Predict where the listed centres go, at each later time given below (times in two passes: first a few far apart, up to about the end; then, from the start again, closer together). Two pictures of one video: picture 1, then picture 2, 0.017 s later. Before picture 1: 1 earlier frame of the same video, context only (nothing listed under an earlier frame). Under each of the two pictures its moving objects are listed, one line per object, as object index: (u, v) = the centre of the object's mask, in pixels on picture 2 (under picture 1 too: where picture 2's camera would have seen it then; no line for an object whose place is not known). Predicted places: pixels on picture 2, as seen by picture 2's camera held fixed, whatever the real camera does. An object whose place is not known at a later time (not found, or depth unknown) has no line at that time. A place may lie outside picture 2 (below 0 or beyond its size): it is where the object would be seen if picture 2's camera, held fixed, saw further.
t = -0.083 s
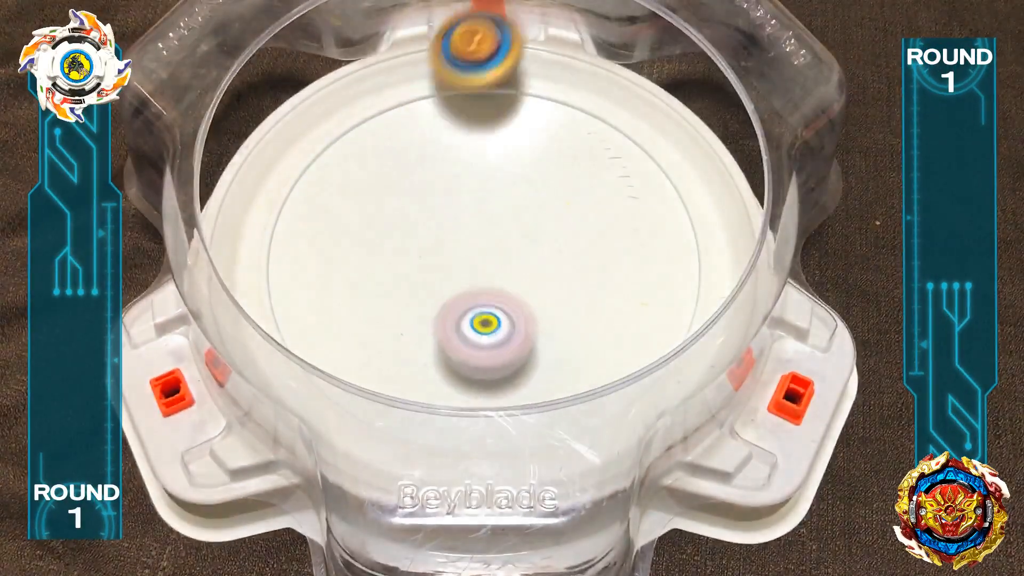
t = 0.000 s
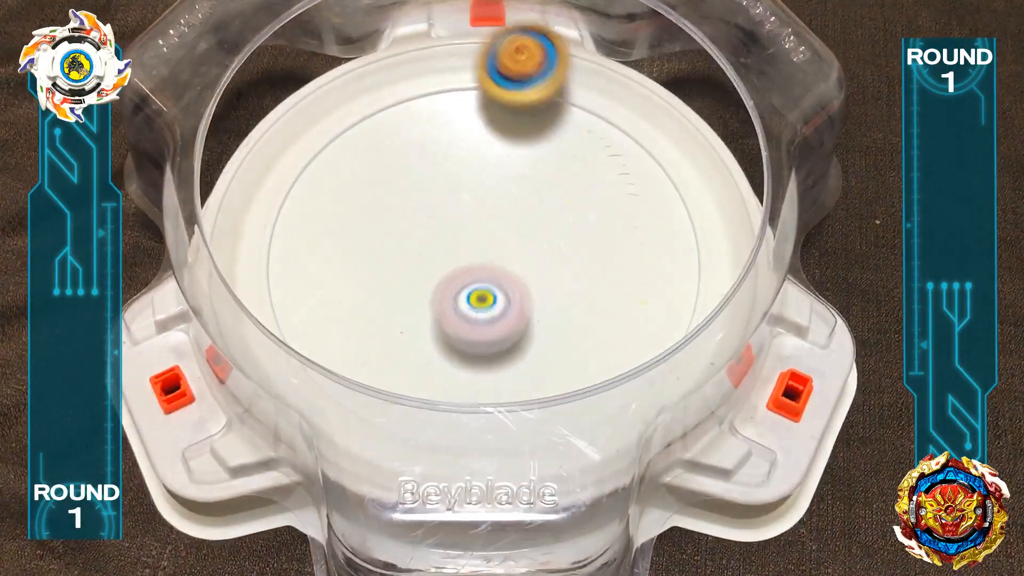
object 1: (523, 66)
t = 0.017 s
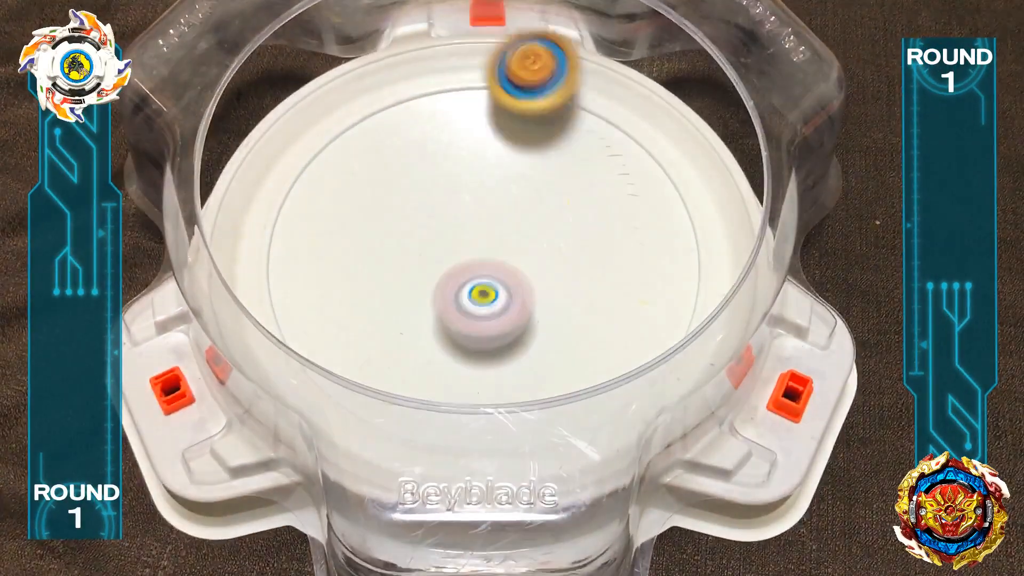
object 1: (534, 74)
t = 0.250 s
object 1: (654, 225)
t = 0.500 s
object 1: (461, 296)
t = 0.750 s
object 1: (278, 141)
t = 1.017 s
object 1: (409, 105)
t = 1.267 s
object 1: (612, 272)
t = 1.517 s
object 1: (410, 399)
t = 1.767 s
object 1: (312, 159)
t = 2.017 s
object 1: (600, 109)
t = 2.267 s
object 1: (588, 391)
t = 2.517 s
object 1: (291, 184)
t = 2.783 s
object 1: (650, 149)
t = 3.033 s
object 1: (572, 388)
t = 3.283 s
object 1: (313, 299)
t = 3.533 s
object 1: (415, 123)
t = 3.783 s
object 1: (623, 215)
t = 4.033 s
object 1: (484, 364)
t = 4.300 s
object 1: (331, 222)
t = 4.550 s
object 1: (508, 127)
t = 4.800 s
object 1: (598, 268)
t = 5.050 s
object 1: (414, 289)
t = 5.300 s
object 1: (432, 153)
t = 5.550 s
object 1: (590, 140)
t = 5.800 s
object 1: (583, 222)
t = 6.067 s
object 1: (524, 247)
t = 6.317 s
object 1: (461, 183)
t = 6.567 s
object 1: (506, 192)
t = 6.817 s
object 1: (459, 178)
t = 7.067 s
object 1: (453, 192)
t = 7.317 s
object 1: (455, 182)
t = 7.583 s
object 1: (385, 238)
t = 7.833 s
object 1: (416, 212)
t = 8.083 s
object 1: (432, 230)
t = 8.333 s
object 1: (423, 257)
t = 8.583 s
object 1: (449, 264)
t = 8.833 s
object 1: (483, 280)
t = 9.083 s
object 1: (522, 280)
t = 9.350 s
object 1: (553, 265)
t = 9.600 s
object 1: (554, 244)
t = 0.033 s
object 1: (545, 84)
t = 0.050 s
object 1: (555, 96)
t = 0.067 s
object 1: (566, 107)
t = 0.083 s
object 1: (577, 120)
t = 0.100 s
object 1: (588, 134)
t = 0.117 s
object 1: (598, 148)
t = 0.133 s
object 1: (606, 162)
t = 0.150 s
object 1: (614, 179)
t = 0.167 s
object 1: (618, 196)
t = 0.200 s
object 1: (635, 211)
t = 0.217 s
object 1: (644, 216)
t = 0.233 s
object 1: (650, 220)
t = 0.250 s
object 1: (654, 225)
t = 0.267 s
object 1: (656, 232)
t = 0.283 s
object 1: (656, 238)
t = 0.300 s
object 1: (652, 245)
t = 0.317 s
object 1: (647, 253)
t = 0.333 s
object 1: (639, 261)
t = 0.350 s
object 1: (629, 267)
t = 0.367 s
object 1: (617, 275)
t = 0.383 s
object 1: (603, 283)
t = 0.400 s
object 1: (586, 289)
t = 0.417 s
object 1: (567, 294)
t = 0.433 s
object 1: (548, 298)
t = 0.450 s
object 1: (527, 300)
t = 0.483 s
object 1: (484, 299)
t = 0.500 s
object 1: (461, 296)
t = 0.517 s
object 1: (439, 291)
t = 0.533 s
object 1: (416, 283)
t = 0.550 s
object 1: (398, 277)
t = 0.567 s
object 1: (381, 269)
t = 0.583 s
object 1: (366, 262)
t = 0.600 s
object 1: (351, 253)
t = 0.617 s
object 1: (337, 243)
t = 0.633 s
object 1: (324, 232)
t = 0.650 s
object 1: (313, 220)
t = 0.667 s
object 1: (303, 209)
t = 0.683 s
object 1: (295, 196)
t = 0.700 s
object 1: (288, 183)
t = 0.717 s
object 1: (283, 165)
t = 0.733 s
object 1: (280, 152)
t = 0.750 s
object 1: (278, 141)
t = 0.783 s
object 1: (279, 121)
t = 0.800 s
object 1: (282, 108)
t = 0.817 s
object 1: (284, 99)
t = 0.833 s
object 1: (289, 89)
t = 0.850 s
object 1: (295, 77)
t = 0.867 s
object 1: (302, 70)
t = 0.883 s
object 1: (310, 64)
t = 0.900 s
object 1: (319, 59)
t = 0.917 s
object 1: (329, 58)
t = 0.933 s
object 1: (340, 66)
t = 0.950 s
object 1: (351, 72)
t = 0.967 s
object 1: (364, 77)
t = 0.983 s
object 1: (378, 86)
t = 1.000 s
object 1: (393, 96)
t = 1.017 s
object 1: (409, 105)
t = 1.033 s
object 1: (426, 113)
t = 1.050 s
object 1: (442, 123)
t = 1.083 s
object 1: (478, 142)
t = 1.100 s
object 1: (497, 152)
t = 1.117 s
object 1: (516, 160)
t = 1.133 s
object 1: (533, 171)
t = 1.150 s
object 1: (549, 183)
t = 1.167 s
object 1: (563, 194)
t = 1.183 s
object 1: (576, 205)
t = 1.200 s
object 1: (588, 217)
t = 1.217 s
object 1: (597, 230)
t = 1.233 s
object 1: (604, 244)
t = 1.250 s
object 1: (610, 257)
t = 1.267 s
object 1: (612, 272)
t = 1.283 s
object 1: (613, 285)
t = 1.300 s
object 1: (611, 301)
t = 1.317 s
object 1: (608, 313)
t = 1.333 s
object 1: (601, 327)
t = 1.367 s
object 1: (582, 352)
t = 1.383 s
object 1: (569, 361)
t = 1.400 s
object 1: (554, 374)
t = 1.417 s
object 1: (537, 380)
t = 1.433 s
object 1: (519, 389)
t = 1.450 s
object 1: (499, 394)
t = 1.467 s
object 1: (478, 398)
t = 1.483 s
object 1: (456, 399)
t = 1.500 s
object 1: (432, 399)
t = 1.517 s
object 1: (410, 399)
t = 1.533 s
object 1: (385, 391)
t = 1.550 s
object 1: (363, 386)
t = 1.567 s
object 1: (345, 374)
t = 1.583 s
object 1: (329, 358)
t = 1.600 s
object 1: (315, 344)
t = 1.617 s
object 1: (305, 327)
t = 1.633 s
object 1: (297, 310)
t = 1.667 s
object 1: (285, 270)
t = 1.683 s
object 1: (281, 252)
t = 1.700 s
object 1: (280, 229)
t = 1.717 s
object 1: (284, 212)
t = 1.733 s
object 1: (291, 193)
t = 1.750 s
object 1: (301, 174)
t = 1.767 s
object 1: (312, 159)
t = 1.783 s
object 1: (325, 143)
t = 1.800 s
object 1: (340, 129)
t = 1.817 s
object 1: (358, 118)
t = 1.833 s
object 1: (374, 108)
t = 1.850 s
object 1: (393, 99)
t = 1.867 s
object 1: (414, 91)
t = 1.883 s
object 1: (434, 86)
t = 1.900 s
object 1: (454, 83)
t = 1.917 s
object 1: (476, 82)
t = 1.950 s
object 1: (520, 83)
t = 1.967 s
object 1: (542, 86)
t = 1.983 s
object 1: (562, 92)
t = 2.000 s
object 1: (584, 100)
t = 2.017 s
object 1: (600, 109)
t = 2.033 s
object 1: (619, 120)
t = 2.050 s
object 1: (636, 134)
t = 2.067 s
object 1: (649, 148)
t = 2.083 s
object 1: (662, 165)
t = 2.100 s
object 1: (673, 182)
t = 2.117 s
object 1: (681, 201)
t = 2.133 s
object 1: (686, 224)
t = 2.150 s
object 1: (688, 246)
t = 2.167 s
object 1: (685, 268)
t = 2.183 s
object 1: (680, 292)
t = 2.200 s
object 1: (670, 314)
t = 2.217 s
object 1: (657, 336)
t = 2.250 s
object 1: (615, 375)
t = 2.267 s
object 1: (588, 391)
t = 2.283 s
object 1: (559, 404)
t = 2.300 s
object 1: (526, 410)
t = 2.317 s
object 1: (491, 416)
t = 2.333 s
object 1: (456, 415)
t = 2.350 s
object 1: (422, 409)
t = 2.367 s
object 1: (389, 398)
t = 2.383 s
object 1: (359, 384)
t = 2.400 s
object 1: (334, 365)
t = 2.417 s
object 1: (311, 342)
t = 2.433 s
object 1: (295, 317)
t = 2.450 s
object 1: (285, 290)
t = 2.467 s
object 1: (278, 264)
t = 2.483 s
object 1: (277, 237)
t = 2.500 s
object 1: (282, 213)
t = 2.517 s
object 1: (291, 184)
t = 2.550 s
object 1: (321, 140)
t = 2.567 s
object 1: (342, 122)
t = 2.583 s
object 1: (366, 106)
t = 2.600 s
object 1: (390, 94)
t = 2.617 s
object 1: (416, 84)
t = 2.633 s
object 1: (444, 77)
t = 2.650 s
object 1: (471, 77)
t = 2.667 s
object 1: (501, 77)
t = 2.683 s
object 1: (526, 80)
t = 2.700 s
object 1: (553, 87)
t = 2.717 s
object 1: (577, 97)
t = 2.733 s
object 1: (599, 106)
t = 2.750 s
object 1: (618, 120)
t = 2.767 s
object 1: (635, 134)
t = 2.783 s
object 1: (650, 149)
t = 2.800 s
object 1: (663, 164)
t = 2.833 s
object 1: (679, 200)
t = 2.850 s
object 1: (684, 218)
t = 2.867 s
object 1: (686, 236)
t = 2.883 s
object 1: (686, 255)
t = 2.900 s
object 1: (680, 274)
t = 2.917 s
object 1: (673, 290)
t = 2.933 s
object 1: (667, 309)
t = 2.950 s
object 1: (657, 325)
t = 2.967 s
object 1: (644, 340)
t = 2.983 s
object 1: (627, 357)
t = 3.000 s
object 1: (610, 369)
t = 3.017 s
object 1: (591, 381)
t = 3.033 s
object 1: (572, 388)
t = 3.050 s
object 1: (550, 396)
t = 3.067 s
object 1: (527, 402)
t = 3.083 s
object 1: (504, 404)
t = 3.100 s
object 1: (483, 404)
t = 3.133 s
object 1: (440, 400)
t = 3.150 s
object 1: (420, 395)
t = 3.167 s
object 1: (401, 386)
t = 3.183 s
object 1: (383, 376)
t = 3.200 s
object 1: (368, 366)
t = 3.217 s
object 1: (354, 355)
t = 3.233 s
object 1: (341, 341)
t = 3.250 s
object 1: (332, 325)
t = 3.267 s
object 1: (322, 312)
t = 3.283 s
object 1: (313, 299)
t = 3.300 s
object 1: (307, 283)
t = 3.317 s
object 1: (303, 267)
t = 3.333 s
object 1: (302, 251)
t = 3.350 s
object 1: (303, 236)
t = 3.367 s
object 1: (305, 221)
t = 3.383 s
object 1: (310, 207)
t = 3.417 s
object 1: (324, 179)
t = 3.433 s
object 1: (333, 167)
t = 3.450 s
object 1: (344, 158)
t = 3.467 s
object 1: (357, 148)
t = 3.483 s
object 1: (370, 140)
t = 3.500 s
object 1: (384, 134)
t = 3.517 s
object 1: (399, 128)
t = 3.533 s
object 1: (415, 123)
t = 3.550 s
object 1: (432, 122)
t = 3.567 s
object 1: (450, 120)
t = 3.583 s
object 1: (467, 120)
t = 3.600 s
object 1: (485, 121)
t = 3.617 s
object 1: (503, 123)
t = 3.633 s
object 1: (520, 127)
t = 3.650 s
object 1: (537, 132)
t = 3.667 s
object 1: (552, 138)
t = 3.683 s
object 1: (567, 145)
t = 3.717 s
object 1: (593, 163)
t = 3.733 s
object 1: (603, 174)
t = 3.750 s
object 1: (611, 186)
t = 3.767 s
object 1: (618, 201)
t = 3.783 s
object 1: (623, 215)
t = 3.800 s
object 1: (625, 227)
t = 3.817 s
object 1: (626, 241)
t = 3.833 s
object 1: (625, 256)
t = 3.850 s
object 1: (622, 269)
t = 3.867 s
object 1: (617, 284)
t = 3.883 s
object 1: (609, 302)
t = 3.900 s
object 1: (601, 316)
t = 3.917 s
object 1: (591, 327)
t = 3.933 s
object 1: (578, 336)
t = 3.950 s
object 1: (564, 344)
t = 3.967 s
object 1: (549, 351)
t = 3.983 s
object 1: (533, 357)
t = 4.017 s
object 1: (501, 363)
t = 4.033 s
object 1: (484, 364)
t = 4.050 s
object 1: (466, 363)
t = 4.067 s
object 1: (449, 361)
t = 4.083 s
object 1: (433, 358)
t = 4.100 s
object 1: (418, 354)
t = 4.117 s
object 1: (404, 348)
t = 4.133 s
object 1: (390, 342)
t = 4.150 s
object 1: (376, 333)
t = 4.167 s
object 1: (365, 323)
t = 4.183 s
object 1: (355, 312)
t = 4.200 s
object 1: (347, 301)
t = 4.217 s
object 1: (341, 289)
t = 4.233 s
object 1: (335, 275)
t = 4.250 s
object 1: (332, 262)
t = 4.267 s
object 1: (330, 249)
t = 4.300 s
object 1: (331, 222)
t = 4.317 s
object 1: (335, 209)
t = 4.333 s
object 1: (340, 197)
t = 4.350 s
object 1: (347, 185)
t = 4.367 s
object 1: (356, 174)
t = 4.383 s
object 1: (366, 163)
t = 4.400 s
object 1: (376, 154)
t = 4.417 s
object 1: (389, 145)
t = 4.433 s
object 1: (401, 138)
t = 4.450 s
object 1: (415, 133)
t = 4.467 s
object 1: (430, 128)
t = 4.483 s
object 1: (445, 125)
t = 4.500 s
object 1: (460, 124)
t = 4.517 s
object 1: (476, 123)
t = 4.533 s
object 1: (492, 124)
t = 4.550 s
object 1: (508, 127)
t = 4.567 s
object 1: (523, 129)
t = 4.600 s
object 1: (553, 139)
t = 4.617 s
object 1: (566, 146)
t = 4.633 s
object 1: (577, 153)
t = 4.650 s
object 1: (588, 162)
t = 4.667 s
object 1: (597, 172)
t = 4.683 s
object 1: (604, 182)
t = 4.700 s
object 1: (608, 194)
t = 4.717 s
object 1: (610, 207)
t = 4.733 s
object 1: (611, 219)
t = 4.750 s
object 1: (610, 232)
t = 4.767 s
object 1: (608, 245)
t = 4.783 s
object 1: (604, 257)
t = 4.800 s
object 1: (598, 268)
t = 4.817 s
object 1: (592, 281)
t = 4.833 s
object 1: (583, 293)
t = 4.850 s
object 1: (573, 303)
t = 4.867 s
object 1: (562, 312)
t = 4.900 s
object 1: (536, 324)
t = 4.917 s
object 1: (522, 325)
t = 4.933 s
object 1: (507, 325)
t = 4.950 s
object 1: (492, 323)
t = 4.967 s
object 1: (477, 320)
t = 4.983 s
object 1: (462, 316)
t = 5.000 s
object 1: (448, 311)
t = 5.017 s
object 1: (435, 305)
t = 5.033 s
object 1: (424, 298)
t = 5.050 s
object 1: (414, 289)
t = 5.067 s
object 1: (404, 281)
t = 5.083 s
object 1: (397, 271)
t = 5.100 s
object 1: (390, 260)
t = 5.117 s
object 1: (385, 250)
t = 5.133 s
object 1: (382, 238)
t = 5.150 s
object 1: (380, 227)
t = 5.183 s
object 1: (382, 205)
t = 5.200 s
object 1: (385, 196)
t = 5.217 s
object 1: (389, 186)
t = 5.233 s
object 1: (395, 178)
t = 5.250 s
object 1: (402, 170)
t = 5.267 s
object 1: (411, 163)
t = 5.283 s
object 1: (421, 157)
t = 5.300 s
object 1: (432, 153)
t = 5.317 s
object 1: (443, 150)
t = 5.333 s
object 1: (455, 148)
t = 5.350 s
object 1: (466, 147)
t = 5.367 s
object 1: (479, 147)
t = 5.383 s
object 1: (491, 148)
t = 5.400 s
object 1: (506, 144)
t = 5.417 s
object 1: (520, 136)
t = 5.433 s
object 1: (534, 133)
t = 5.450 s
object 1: (546, 130)
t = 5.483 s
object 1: (566, 128)
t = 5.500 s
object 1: (574, 129)
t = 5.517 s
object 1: (580, 132)
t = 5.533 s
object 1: (586, 135)
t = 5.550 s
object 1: (590, 140)
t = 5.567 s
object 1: (594, 144)
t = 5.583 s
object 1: (597, 149)
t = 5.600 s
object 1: (599, 155)
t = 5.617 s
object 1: (601, 161)
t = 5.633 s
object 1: (602, 166)
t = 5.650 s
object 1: (602, 172)
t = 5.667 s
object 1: (603, 179)
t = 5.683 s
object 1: (602, 185)
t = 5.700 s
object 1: (601, 191)
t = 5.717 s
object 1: (599, 197)
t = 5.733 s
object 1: (596, 203)
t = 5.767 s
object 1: (590, 213)
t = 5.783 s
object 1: (587, 218)
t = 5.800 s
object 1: (583, 222)
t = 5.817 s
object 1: (579, 226)
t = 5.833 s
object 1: (575, 229)
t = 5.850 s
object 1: (570, 233)
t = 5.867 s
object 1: (566, 235)
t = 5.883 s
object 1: (561, 237)
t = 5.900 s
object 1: (556, 239)
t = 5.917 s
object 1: (552, 241)
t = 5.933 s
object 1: (548, 242)
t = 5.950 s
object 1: (545, 243)
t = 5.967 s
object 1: (542, 244)
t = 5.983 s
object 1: (539, 244)
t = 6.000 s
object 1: (536, 245)
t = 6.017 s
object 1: (533, 246)
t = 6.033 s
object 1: (530, 246)
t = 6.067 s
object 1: (524, 247)
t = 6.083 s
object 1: (521, 246)
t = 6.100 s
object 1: (517, 244)
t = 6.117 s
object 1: (511, 238)
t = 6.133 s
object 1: (501, 228)
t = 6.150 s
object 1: (492, 221)
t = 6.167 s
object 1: (485, 214)
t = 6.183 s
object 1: (478, 208)
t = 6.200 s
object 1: (472, 203)
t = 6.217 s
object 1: (467, 198)
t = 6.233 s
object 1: (463, 194)
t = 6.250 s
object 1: (460, 190)
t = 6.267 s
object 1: (459, 188)
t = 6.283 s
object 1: (459, 187)
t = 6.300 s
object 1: (459, 185)
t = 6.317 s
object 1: (461, 183)
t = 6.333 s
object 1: (464, 182)
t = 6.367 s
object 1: (470, 179)
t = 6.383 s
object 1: (474, 178)
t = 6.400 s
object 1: (478, 178)
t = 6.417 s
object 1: (482, 178)
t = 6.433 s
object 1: (486, 179)
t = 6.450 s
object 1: (490, 180)
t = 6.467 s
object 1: (493, 181)
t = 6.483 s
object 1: (496, 183)
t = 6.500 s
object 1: (498, 185)
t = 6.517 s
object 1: (501, 187)
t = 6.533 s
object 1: (503, 189)
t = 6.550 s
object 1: (504, 190)
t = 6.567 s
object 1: (506, 192)
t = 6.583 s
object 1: (507, 193)
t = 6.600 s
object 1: (507, 194)
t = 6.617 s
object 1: (508, 195)
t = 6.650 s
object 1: (506, 196)
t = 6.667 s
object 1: (503, 197)
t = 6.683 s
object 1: (499, 198)
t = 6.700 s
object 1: (495, 198)
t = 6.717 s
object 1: (490, 193)
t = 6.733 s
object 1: (484, 189)
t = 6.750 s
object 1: (478, 186)
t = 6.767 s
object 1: (474, 182)
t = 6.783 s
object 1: (468, 180)
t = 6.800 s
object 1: (463, 178)
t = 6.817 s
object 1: (459, 178)
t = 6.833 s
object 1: (455, 178)
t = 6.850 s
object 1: (451, 180)
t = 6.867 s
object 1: (448, 182)
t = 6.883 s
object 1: (446, 185)
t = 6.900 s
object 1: (445, 189)
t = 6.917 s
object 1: (445, 193)
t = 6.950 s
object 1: (444, 196)
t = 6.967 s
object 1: (445, 198)
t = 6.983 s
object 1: (446, 198)
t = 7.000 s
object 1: (447, 198)
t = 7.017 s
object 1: (449, 197)
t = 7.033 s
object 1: (450, 196)
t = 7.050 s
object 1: (452, 194)
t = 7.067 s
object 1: (453, 192)
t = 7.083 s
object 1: (455, 190)
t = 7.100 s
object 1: (457, 187)
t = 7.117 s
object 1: (459, 185)
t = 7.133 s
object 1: (461, 182)
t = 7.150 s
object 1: (463, 180)
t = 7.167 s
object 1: (465, 178)
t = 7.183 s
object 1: (466, 176)
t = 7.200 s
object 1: (467, 174)
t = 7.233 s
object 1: (467, 172)
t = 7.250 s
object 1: (465, 172)
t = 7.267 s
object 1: (464, 173)
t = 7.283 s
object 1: (461, 175)
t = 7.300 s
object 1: (458, 178)
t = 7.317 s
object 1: (455, 182)
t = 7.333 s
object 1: (451, 187)
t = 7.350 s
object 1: (447, 192)
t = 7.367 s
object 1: (445, 198)
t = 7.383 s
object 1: (441, 204)
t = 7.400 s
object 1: (438, 210)
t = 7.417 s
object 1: (436, 216)
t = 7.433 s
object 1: (433, 222)
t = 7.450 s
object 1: (425, 226)
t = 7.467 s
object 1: (414, 230)
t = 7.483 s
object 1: (406, 233)
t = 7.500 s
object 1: (399, 235)
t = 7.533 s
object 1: (389, 238)
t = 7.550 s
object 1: (387, 239)
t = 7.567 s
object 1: (385, 239)
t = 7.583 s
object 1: (385, 238)
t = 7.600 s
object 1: (385, 236)
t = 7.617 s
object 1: (385, 235)
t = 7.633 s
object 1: (385, 231)
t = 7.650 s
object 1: (385, 229)
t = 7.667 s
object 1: (387, 225)
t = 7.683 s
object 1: (388, 223)
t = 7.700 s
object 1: (389, 219)
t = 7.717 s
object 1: (392, 217)
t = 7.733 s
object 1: (394, 215)
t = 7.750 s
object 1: (398, 214)
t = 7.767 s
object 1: (401, 213)
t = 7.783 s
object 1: (405, 213)
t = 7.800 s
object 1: (408, 213)
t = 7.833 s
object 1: (416, 212)
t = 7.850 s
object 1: (420, 213)
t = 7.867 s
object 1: (424, 213)
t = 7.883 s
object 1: (427, 213)
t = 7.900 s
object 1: (431, 213)
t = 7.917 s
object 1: (435, 214)
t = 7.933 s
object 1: (438, 214)
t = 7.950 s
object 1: (441, 215)
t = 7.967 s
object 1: (443, 215)
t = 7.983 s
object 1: (445, 215)
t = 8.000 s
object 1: (446, 217)
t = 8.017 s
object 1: (446, 218)
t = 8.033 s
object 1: (446, 221)
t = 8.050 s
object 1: (445, 223)
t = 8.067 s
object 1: (439, 227)
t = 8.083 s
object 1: (432, 230)
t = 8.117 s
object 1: (423, 236)
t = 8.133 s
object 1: (422, 238)
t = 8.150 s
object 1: (420, 241)
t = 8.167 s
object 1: (420, 242)
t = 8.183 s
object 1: (420, 243)
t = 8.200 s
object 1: (421, 244)
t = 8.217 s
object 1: (422, 246)
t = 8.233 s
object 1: (423, 247)
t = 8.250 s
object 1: (425, 248)
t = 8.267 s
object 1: (427, 248)
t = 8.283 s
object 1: (429, 249)
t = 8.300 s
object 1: (426, 252)
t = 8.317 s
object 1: (424, 255)
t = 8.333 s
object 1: (423, 257)
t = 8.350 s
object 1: (423, 260)
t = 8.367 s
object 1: (424, 261)
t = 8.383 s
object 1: (424, 262)
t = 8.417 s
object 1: (427, 264)
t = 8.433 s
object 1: (429, 264)
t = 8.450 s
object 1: (430, 265)
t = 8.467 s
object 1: (433, 265)
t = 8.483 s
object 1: (435, 265)
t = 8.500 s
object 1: (437, 265)
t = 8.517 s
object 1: (439, 265)
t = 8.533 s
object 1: (442, 264)
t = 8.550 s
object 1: (444, 264)
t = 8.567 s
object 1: (447, 264)
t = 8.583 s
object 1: (449, 264)
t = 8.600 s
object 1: (452, 263)
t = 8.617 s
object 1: (454, 263)
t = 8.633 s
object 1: (456, 262)
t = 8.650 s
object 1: (458, 261)
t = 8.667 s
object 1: (461, 261)
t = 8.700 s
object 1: (464, 265)
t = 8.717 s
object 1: (466, 269)
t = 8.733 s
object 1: (469, 273)
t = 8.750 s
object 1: (471, 275)
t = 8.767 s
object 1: (473, 277)
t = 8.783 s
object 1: (477, 278)
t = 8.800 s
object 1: (478, 279)
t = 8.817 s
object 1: (481, 280)
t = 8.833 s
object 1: (483, 280)
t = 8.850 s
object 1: (486, 281)
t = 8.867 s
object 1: (489, 282)
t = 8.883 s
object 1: (491, 282)
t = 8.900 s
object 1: (494, 282)
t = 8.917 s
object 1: (497, 283)
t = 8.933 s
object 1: (499, 283)
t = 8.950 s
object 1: (502, 283)
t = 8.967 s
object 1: (505, 283)
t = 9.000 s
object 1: (510, 282)
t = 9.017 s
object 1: (513, 282)
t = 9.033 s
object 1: (515, 282)
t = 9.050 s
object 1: (517, 281)
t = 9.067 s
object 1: (520, 281)
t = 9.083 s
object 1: (522, 280)
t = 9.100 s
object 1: (524, 280)
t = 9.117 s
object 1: (526, 279)
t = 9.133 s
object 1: (528, 278)
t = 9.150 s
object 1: (531, 277)
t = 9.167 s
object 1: (533, 276)
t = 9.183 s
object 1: (535, 276)
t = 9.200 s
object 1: (537, 275)
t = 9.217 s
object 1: (539, 274)
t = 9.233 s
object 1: (541, 272)
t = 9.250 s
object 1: (543, 272)
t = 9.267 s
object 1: (545, 271)
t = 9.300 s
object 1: (548, 269)
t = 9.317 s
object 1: (550, 268)
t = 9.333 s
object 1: (551, 266)
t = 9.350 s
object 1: (553, 265)
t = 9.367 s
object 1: (554, 264)
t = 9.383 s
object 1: (554, 262)
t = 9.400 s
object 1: (555, 261)
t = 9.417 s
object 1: (556, 260)
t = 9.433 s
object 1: (556, 258)
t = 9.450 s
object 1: (557, 256)
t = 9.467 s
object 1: (557, 256)
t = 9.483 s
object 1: (557, 254)
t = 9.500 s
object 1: (557, 252)
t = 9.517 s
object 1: (557, 251)
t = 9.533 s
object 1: (556, 250)
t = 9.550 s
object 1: (556, 248)
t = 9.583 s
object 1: (555, 245)
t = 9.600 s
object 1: (554, 244)
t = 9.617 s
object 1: (555, 242)
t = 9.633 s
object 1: (554, 240)
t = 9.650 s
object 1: (553, 238)
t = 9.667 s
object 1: (553, 236)
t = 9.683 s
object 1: (552, 235)
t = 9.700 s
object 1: (552, 234)
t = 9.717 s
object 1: (551, 232)
